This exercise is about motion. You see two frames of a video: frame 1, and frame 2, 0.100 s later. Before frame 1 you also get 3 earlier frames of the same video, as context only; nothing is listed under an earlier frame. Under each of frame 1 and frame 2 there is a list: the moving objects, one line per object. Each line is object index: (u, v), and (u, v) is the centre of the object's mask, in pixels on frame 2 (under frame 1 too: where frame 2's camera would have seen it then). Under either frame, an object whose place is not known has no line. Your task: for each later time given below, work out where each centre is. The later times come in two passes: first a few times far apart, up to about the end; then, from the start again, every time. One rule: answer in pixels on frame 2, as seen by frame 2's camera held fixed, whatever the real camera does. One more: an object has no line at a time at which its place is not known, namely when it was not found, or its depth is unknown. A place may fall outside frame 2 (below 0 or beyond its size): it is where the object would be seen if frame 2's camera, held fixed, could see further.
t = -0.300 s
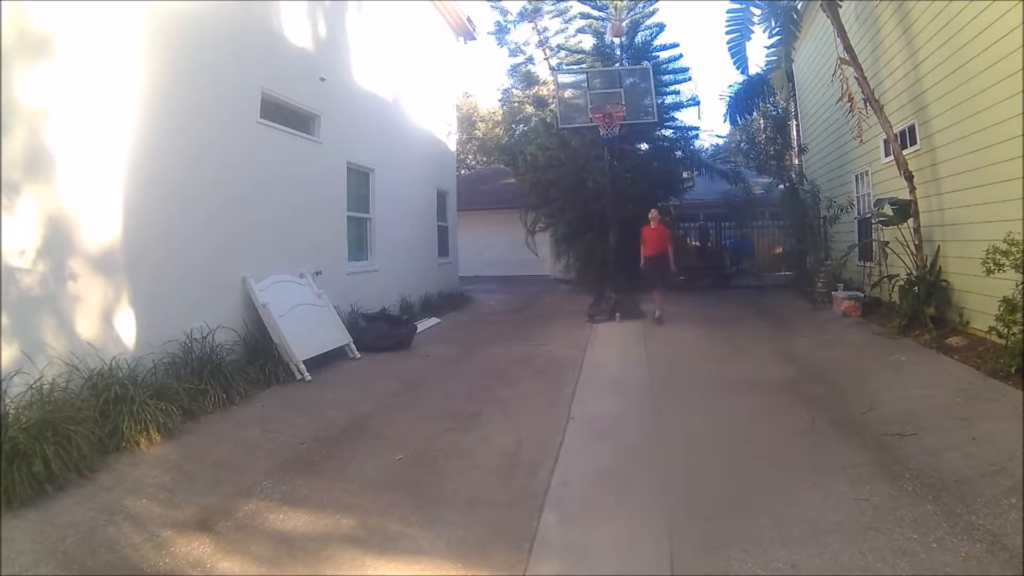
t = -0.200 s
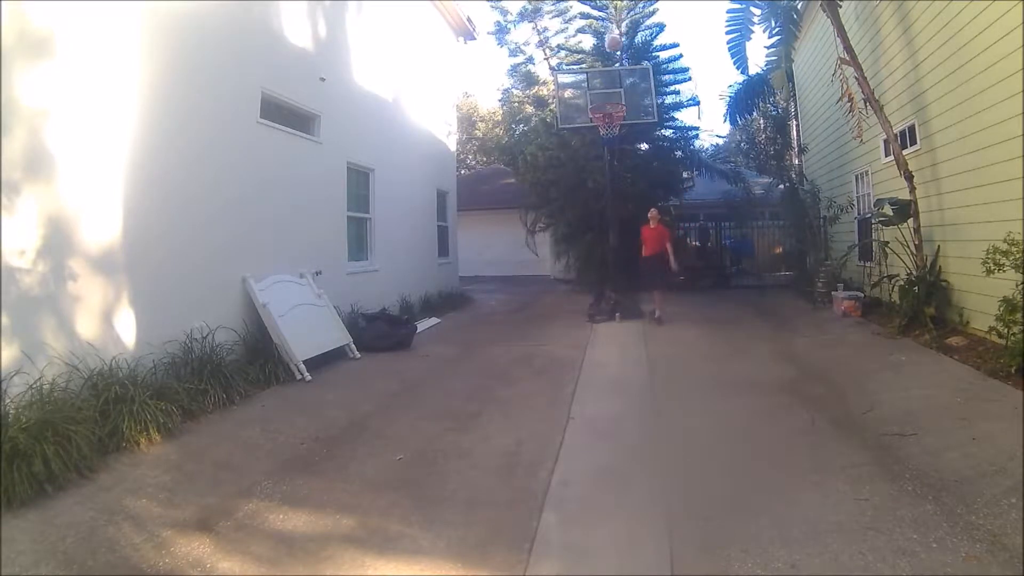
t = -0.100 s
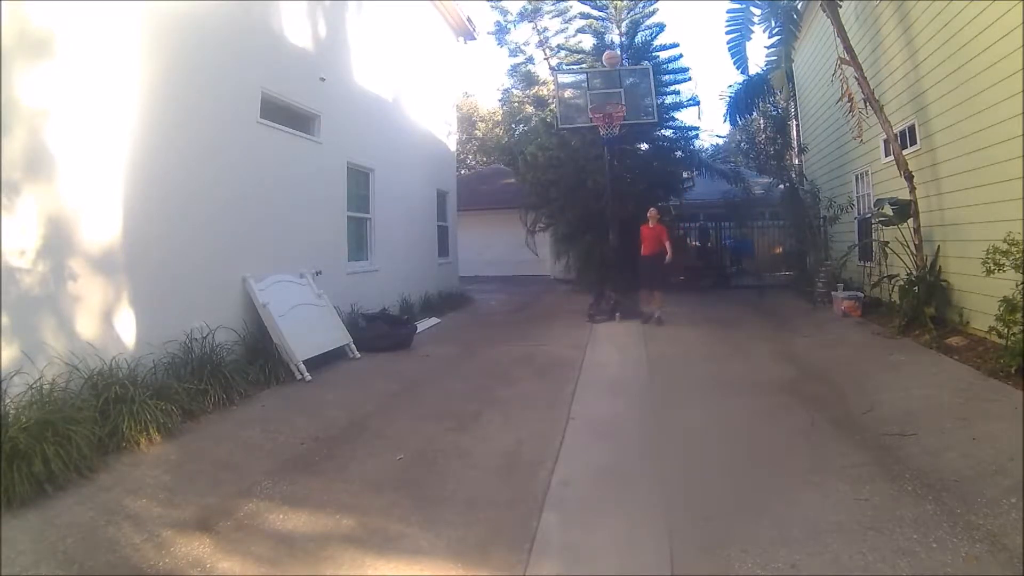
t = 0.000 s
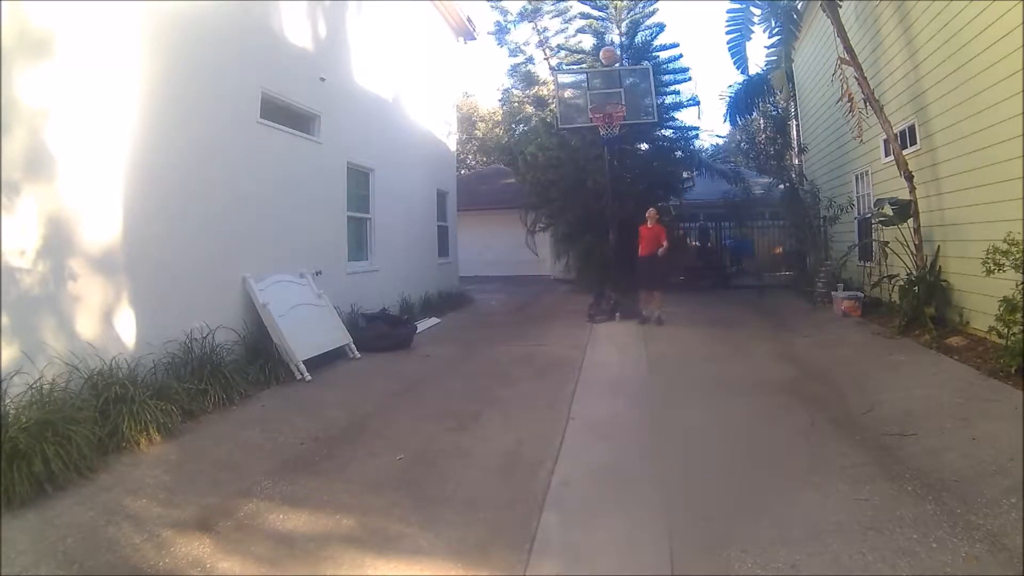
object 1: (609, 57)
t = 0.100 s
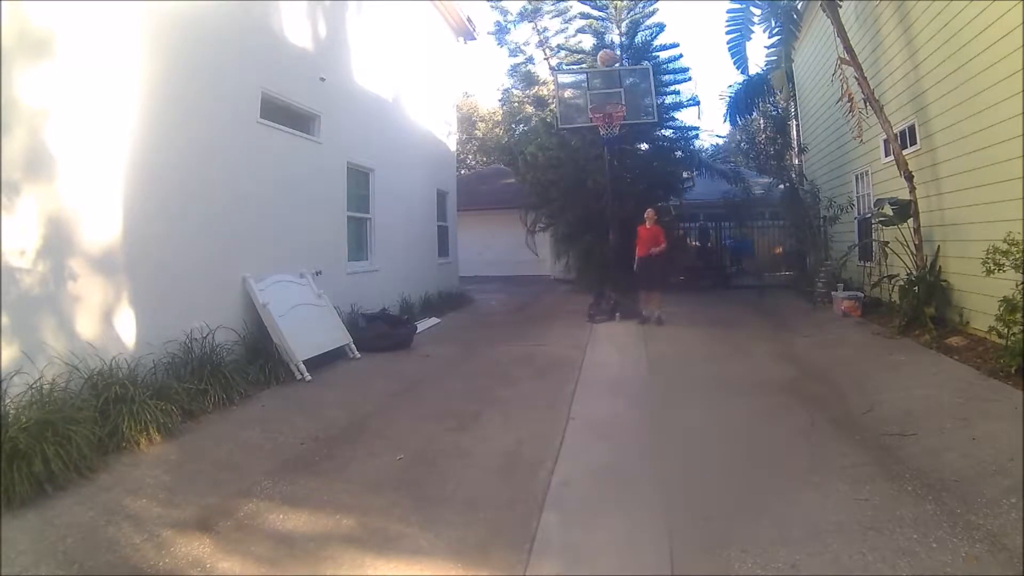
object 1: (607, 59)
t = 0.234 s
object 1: (603, 75)
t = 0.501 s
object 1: (600, 158)
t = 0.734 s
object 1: (595, 302)
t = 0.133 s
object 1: (605, 61)
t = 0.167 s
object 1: (604, 64)
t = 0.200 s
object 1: (604, 69)
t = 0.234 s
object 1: (603, 75)
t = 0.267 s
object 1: (603, 81)
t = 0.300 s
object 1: (603, 88)
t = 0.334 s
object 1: (602, 96)
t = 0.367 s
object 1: (601, 107)
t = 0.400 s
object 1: (601, 118)
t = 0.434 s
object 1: (601, 130)
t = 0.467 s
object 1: (600, 143)
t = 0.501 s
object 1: (600, 158)
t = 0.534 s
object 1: (599, 175)
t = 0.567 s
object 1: (599, 192)
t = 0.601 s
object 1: (598, 211)
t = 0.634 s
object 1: (598, 231)
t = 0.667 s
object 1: (597, 253)
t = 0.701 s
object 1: (596, 277)
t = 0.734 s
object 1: (595, 302)
